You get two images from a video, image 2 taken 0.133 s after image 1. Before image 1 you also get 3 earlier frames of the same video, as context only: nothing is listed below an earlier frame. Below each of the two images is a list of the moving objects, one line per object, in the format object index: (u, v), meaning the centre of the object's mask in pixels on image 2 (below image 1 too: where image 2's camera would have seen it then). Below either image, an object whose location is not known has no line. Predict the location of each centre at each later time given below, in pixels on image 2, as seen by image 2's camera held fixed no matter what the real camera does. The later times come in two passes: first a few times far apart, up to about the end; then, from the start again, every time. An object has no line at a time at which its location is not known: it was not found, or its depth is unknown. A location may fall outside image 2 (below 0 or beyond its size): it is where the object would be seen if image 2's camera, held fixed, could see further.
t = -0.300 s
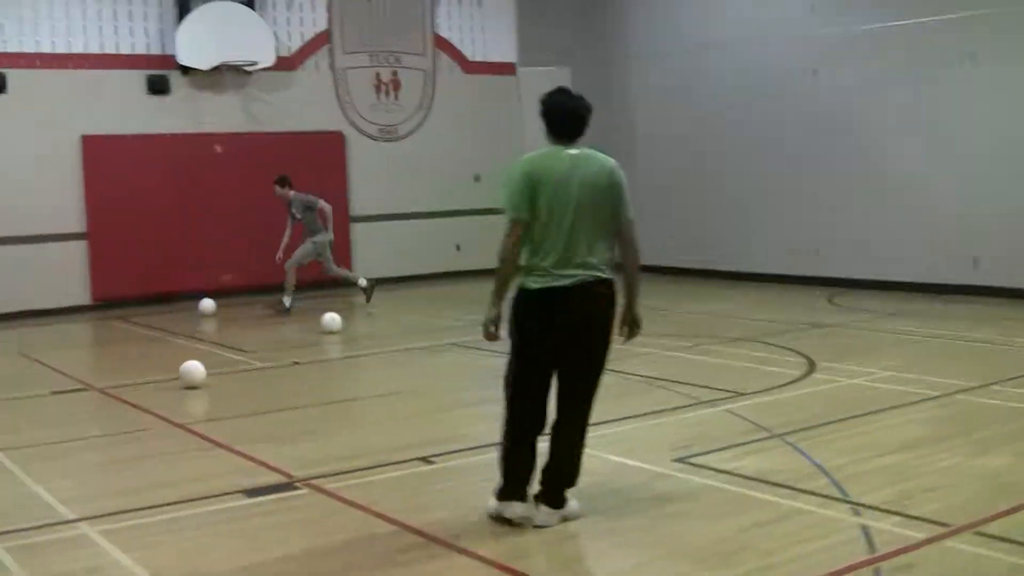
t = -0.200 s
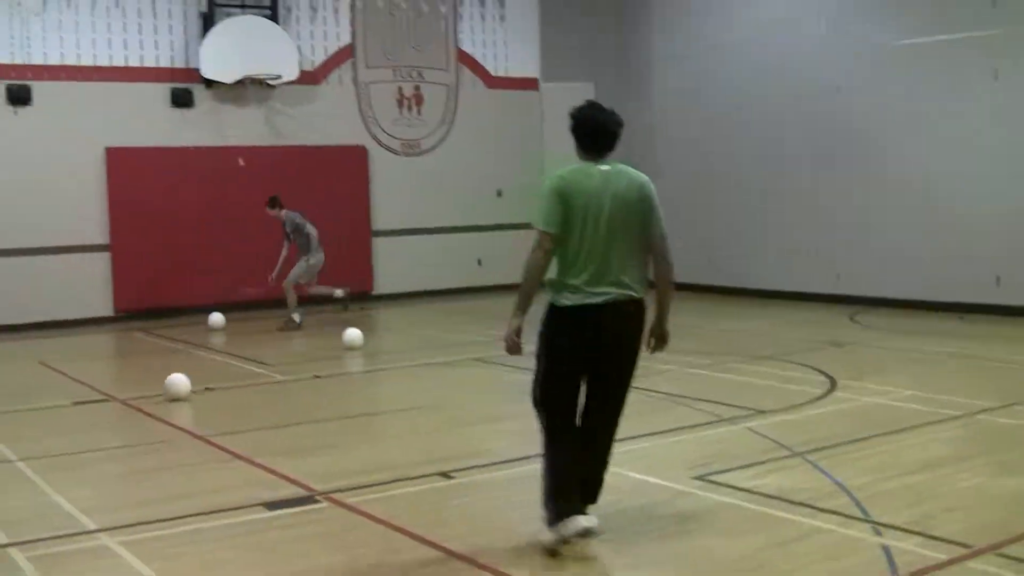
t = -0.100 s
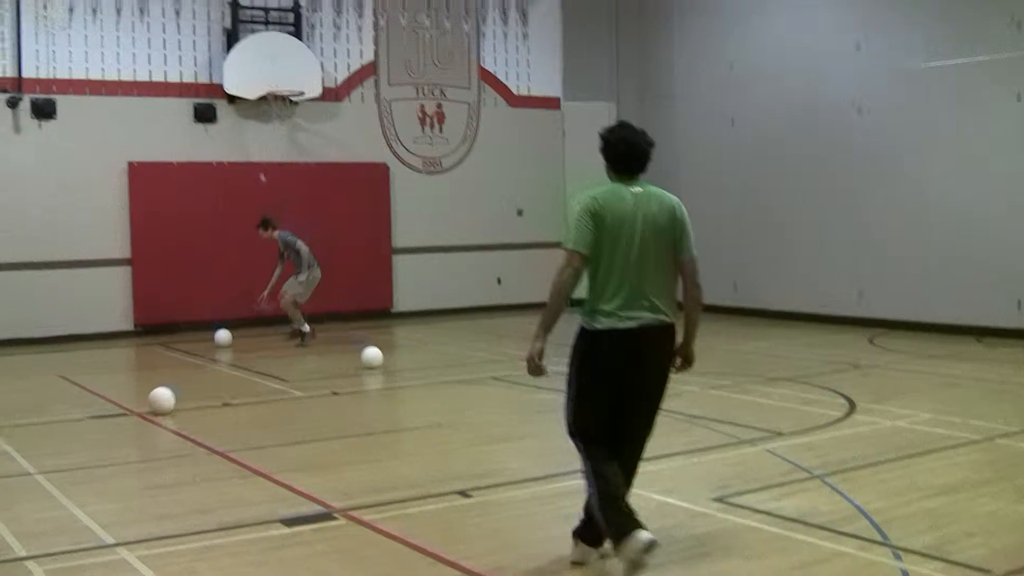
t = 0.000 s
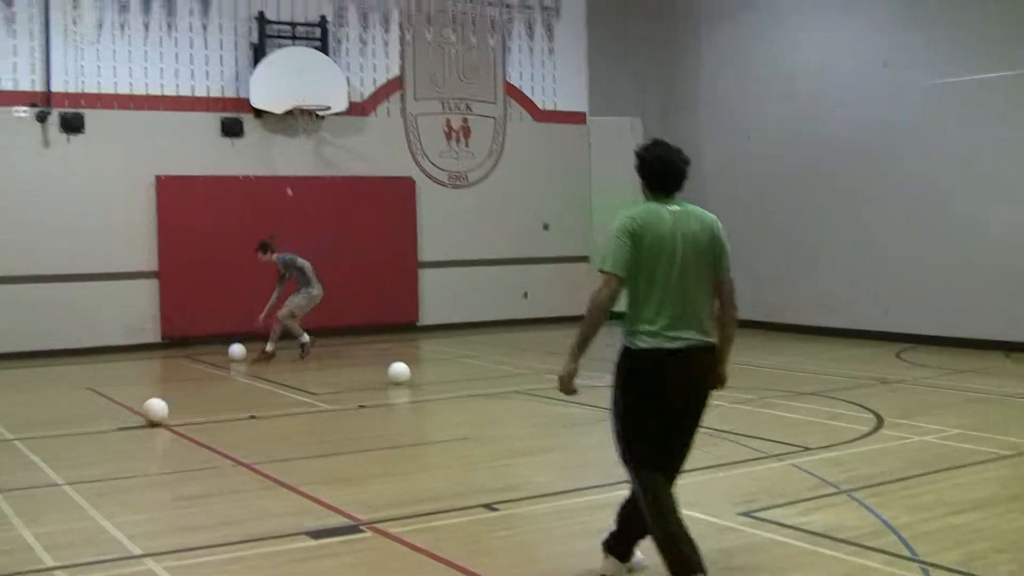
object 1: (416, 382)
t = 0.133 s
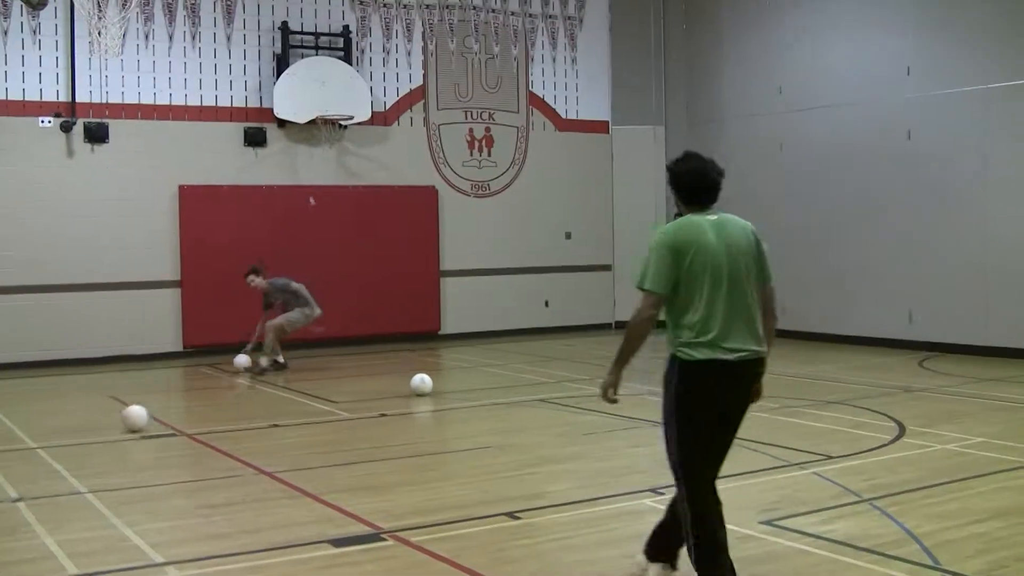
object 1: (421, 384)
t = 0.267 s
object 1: (423, 386)
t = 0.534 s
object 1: (419, 393)
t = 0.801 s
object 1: (426, 398)
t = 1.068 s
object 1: (426, 406)
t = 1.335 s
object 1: (429, 411)
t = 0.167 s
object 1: (422, 385)
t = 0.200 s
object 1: (422, 386)
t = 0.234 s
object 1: (422, 386)
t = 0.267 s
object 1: (423, 386)
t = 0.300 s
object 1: (423, 387)
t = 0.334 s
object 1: (422, 388)
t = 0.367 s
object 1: (422, 389)
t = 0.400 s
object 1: (422, 389)
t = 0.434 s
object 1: (421, 390)
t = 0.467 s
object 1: (420, 391)
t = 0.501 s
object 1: (420, 392)
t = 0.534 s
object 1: (419, 393)
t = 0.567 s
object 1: (420, 394)
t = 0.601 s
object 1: (422, 395)
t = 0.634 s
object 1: (424, 395)
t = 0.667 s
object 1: (424, 395)
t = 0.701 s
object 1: (424, 396)
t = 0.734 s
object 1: (425, 397)
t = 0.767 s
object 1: (426, 398)
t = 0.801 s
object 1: (426, 398)
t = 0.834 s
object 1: (427, 399)
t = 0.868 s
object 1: (427, 400)
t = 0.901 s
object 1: (427, 400)
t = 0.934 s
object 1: (426, 401)
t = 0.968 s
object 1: (426, 402)
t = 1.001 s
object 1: (426, 404)
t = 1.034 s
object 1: (426, 404)
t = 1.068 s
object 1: (426, 406)
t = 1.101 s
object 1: (426, 406)
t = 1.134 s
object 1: (427, 407)
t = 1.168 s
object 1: (428, 408)
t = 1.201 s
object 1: (428, 409)
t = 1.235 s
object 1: (428, 409)
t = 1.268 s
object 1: (429, 410)
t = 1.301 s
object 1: (429, 411)
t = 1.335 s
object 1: (429, 411)
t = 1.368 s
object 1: (430, 412)
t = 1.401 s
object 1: (430, 412)
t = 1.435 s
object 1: (429, 412)
